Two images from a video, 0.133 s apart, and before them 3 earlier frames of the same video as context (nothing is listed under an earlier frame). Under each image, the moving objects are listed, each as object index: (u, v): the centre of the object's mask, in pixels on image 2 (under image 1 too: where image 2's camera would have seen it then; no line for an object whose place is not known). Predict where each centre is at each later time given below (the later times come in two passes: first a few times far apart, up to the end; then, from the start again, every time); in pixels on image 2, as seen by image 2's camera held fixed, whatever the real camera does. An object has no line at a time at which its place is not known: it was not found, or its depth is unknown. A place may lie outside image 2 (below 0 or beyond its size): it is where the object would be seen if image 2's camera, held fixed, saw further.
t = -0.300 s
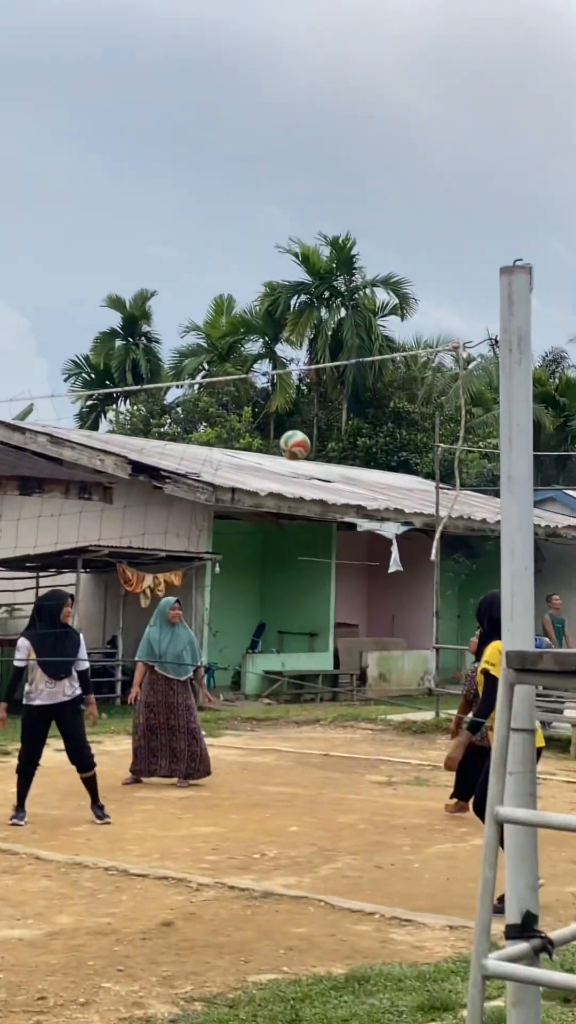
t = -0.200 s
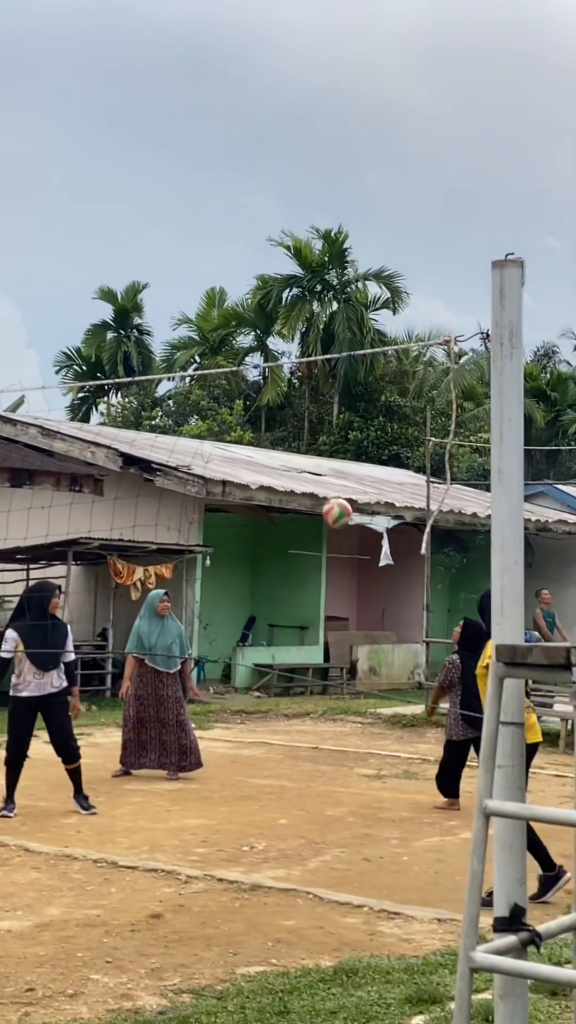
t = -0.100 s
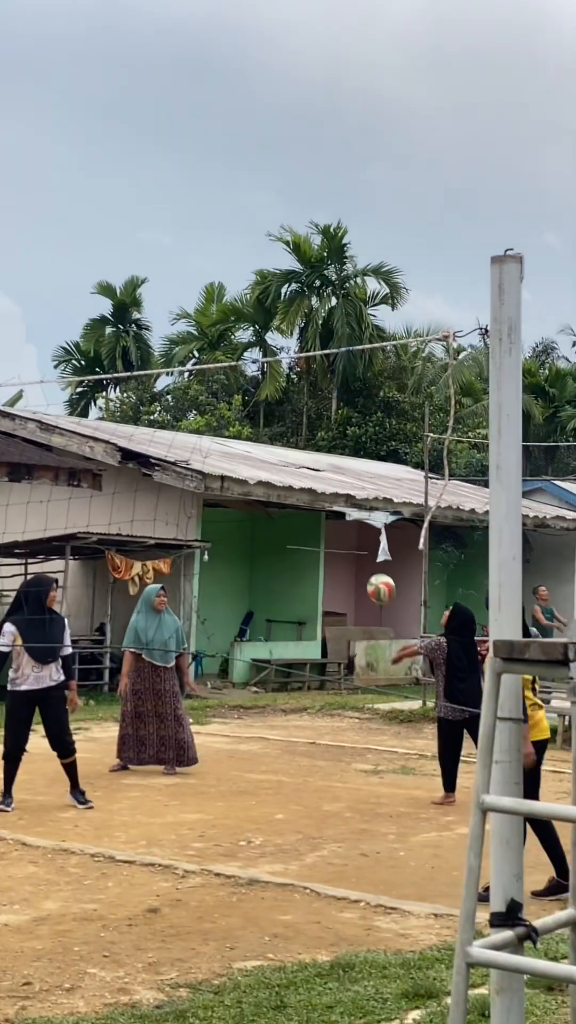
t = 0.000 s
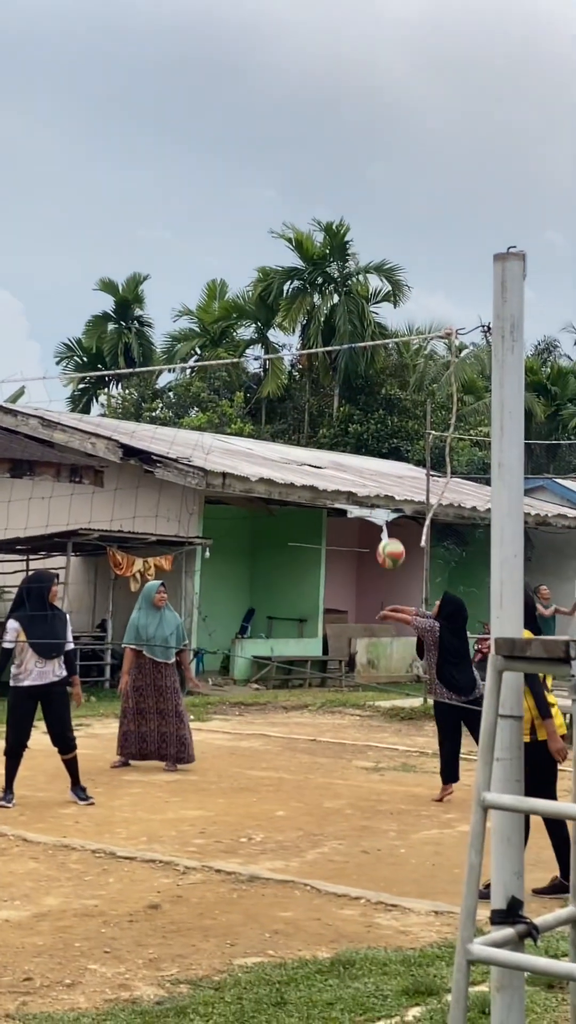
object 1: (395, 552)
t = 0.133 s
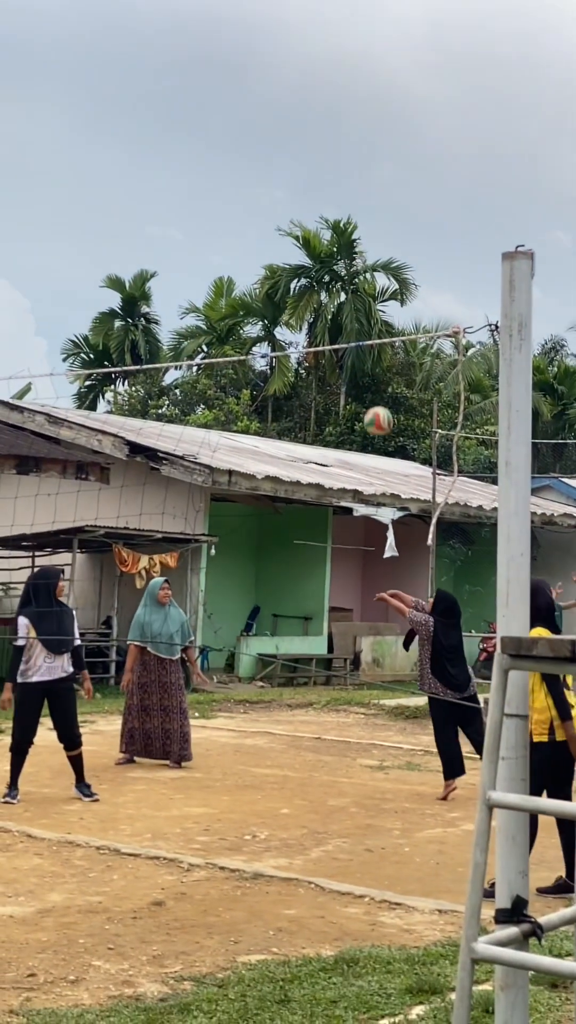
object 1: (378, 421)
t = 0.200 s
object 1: (370, 364)
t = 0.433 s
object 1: (334, 210)
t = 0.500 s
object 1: (322, 176)
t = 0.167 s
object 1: (374, 393)
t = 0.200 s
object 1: (370, 364)
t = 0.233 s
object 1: (365, 336)
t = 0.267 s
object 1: (361, 314)
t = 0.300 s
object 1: (356, 290)
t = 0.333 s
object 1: (351, 268)
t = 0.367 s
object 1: (345, 248)
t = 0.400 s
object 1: (341, 230)
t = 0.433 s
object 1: (334, 210)
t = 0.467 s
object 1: (328, 192)
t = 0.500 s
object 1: (322, 176)
